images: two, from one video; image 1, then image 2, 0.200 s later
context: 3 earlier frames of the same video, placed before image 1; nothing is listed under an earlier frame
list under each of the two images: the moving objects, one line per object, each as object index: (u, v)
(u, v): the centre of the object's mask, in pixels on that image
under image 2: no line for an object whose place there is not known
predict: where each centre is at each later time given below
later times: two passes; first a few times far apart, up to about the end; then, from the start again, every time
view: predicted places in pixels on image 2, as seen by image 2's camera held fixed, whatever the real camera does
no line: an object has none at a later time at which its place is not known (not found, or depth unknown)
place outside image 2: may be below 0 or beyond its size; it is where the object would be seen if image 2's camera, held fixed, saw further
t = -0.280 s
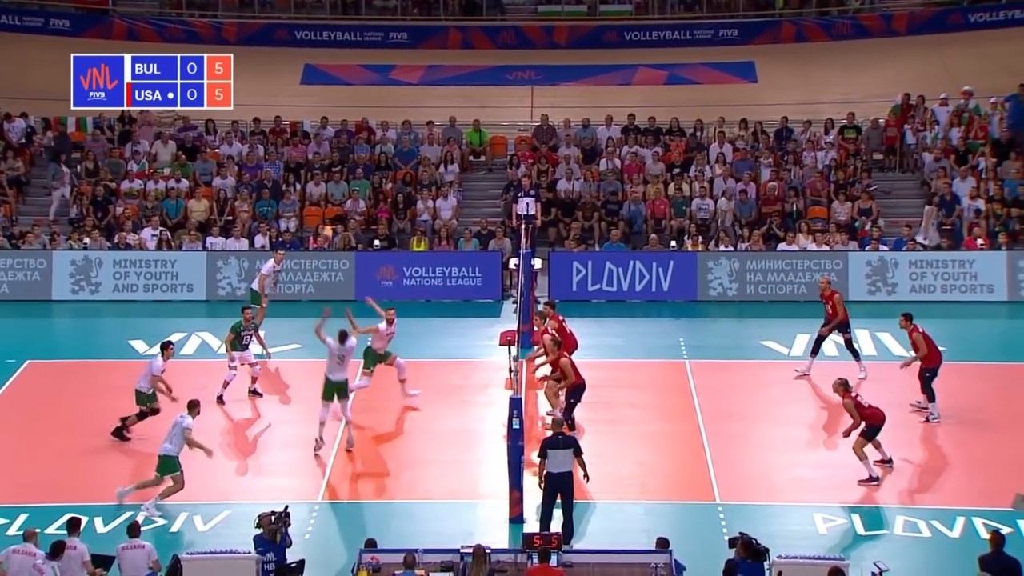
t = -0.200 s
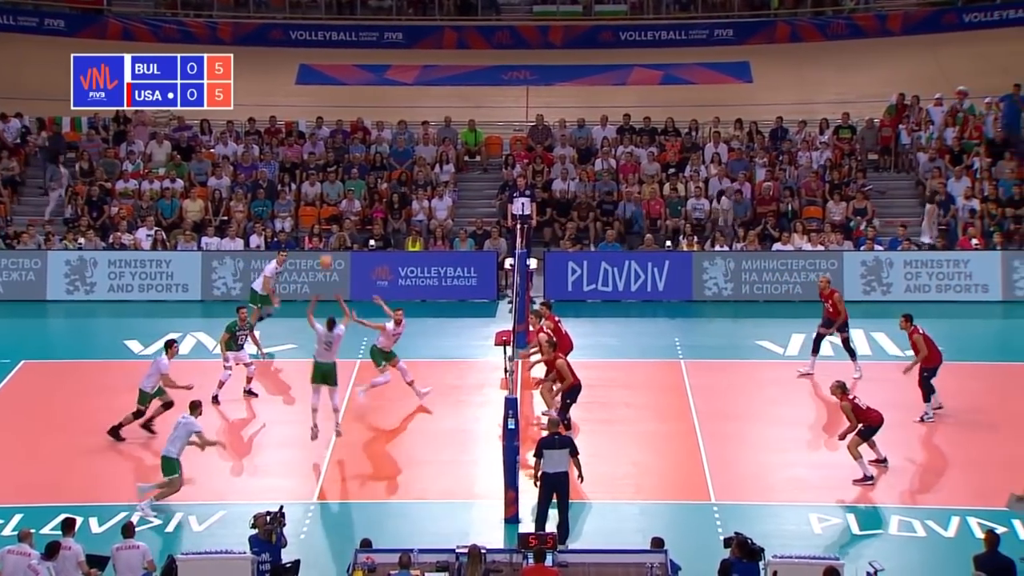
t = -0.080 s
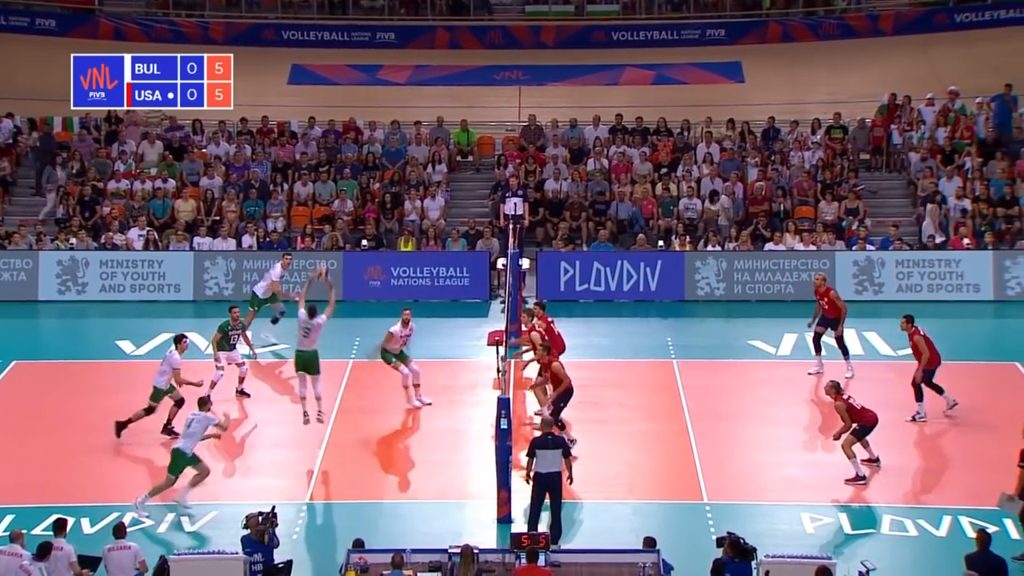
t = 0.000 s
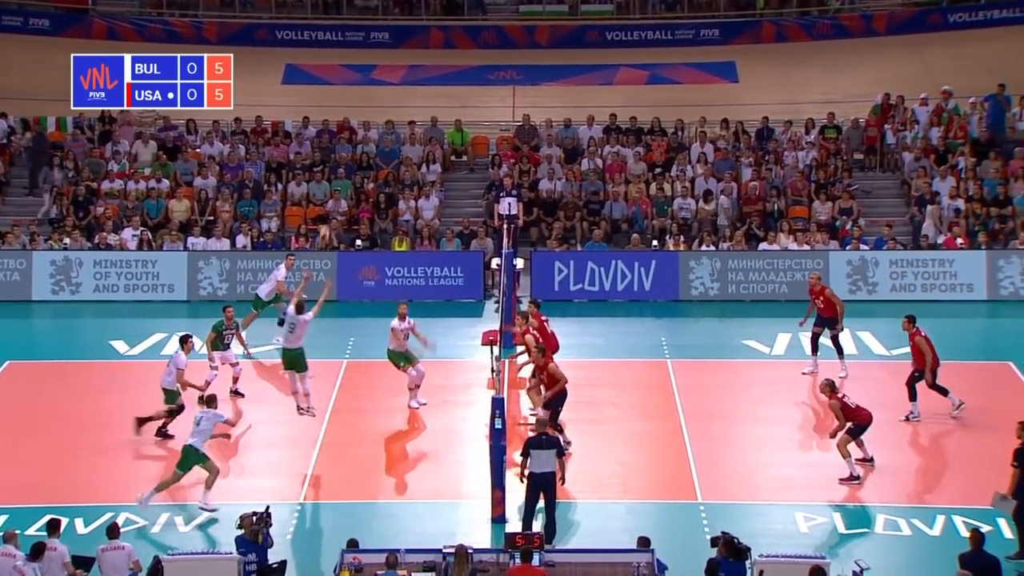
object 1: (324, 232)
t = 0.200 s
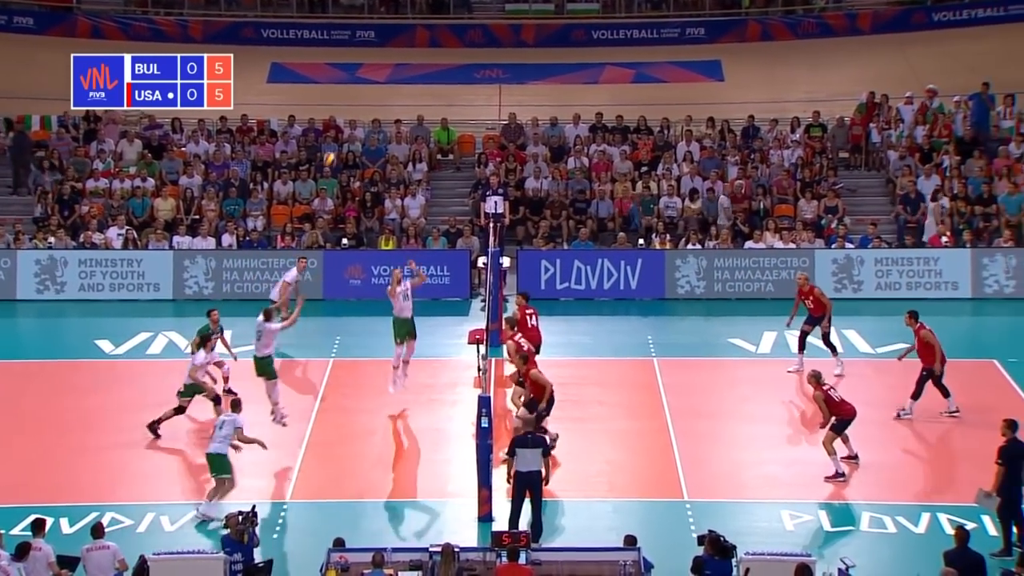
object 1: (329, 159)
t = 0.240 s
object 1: (332, 148)
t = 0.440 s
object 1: (350, 107)
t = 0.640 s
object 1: (365, 92)
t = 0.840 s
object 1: (380, 101)
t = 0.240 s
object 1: (332, 148)
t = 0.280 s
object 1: (336, 137)
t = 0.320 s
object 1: (339, 128)
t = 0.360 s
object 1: (343, 120)
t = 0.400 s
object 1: (346, 113)
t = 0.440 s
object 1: (350, 107)
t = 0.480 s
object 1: (353, 102)
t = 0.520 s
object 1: (355, 98)
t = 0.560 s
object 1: (359, 95)
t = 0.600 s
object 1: (362, 93)
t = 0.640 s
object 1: (365, 92)
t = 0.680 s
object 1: (368, 93)
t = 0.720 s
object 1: (372, 94)
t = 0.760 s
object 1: (375, 96)
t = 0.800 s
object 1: (377, 98)
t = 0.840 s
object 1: (380, 101)
